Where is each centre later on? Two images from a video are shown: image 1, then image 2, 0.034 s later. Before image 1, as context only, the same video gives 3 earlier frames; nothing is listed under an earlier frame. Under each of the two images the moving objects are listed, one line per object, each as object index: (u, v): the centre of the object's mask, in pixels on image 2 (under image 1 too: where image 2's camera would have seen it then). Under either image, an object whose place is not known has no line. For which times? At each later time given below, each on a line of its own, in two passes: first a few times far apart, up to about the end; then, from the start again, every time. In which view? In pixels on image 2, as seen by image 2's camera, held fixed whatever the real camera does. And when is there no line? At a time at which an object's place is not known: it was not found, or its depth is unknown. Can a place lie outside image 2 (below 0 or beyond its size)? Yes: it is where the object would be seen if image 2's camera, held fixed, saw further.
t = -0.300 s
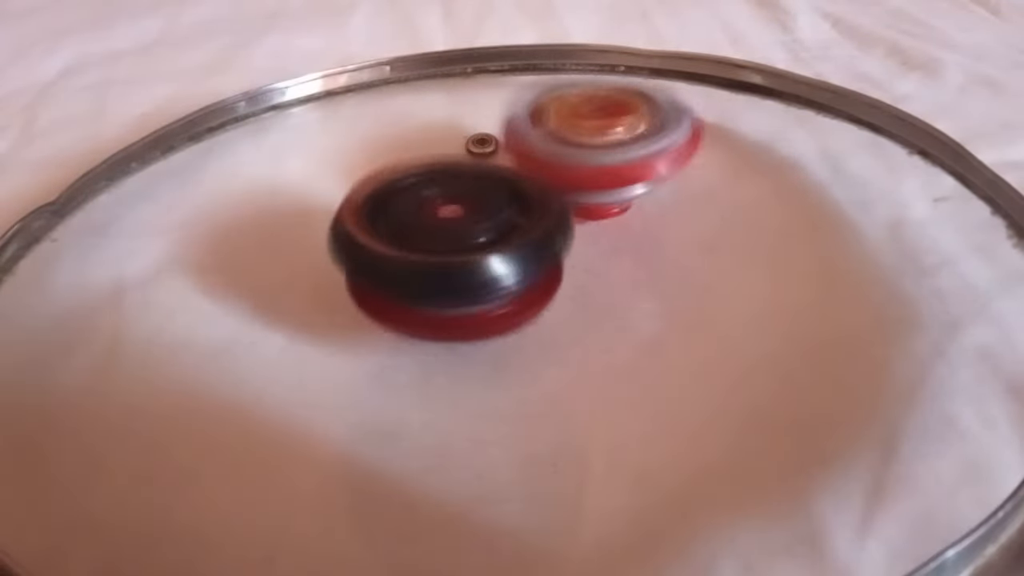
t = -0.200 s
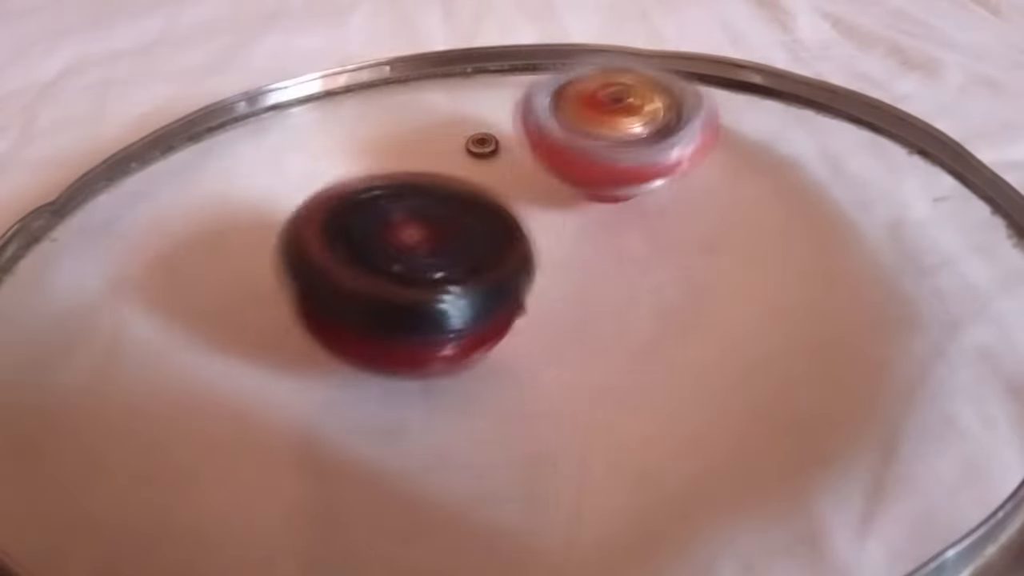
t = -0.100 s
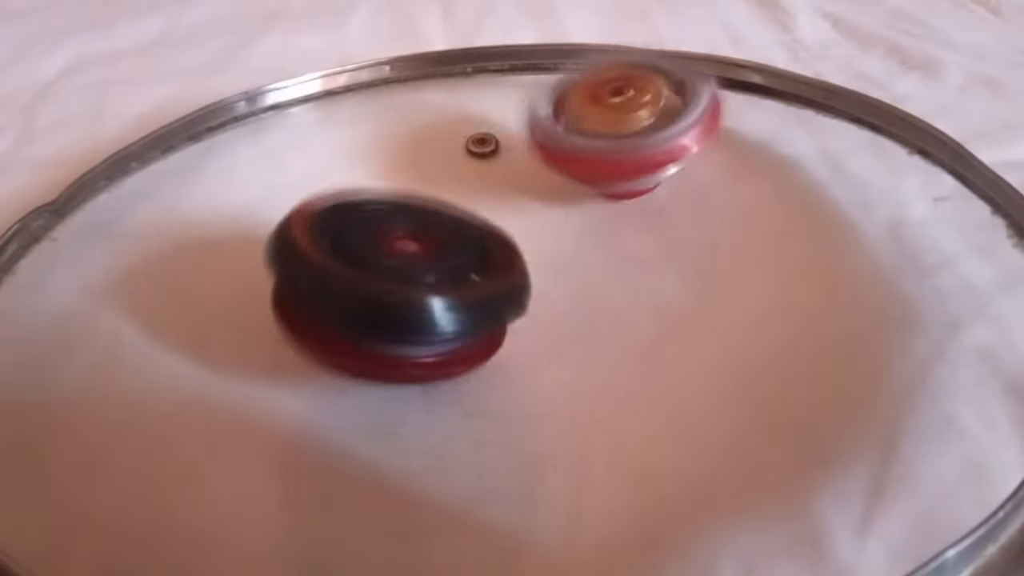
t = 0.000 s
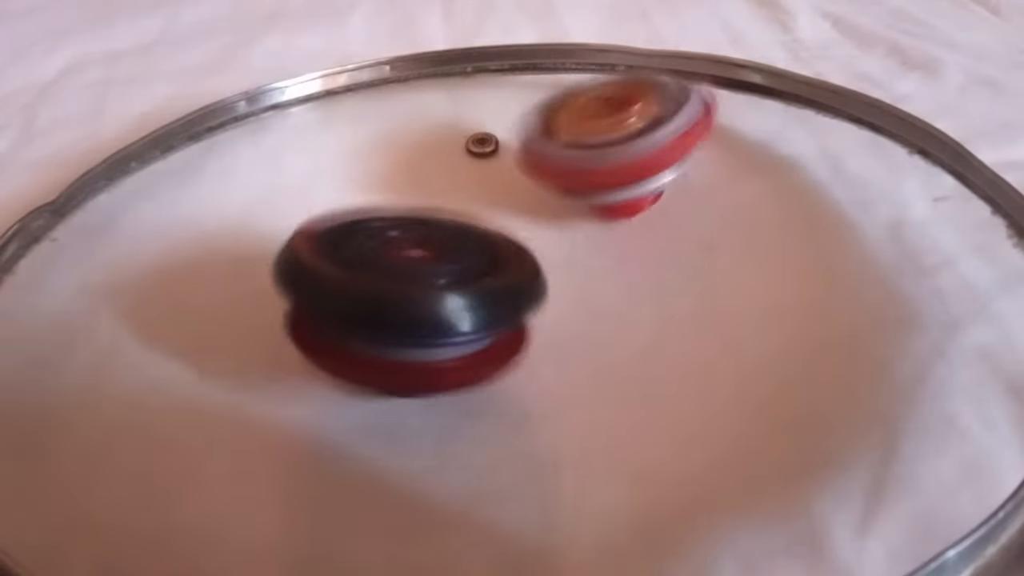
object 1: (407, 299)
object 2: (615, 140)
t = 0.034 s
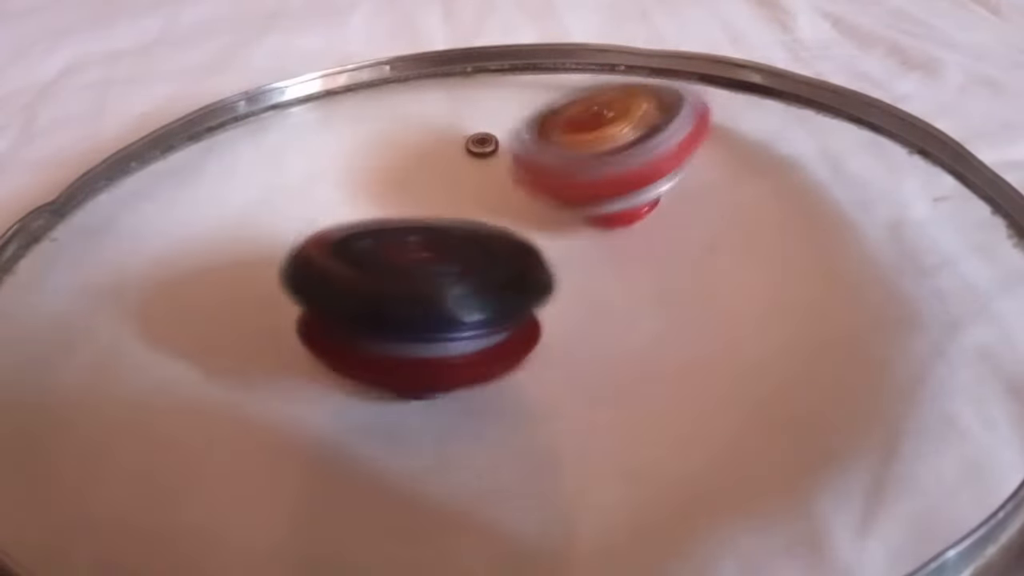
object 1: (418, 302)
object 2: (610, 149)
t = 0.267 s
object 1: (431, 322)
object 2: (570, 163)
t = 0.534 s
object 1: (436, 287)
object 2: (557, 149)
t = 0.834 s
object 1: (372, 303)
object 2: (535, 180)
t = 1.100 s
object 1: (384, 319)
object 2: (545, 183)
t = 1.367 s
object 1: (396, 301)
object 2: (585, 191)
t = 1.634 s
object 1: (371, 292)
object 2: (565, 181)
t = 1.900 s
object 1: (379, 299)
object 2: (576, 179)
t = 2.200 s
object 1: (373, 318)
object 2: (581, 223)
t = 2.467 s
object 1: (359, 294)
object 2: (577, 210)
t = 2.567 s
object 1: (352, 293)
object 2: (570, 222)
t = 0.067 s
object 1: (427, 303)
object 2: (601, 160)
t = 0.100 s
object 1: (439, 303)
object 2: (589, 169)
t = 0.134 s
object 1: (451, 300)
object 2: (577, 174)
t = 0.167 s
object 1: (456, 301)
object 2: (567, 176)
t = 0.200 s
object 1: (441, 312)
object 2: (567, 172)
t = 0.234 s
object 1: (429, 320)
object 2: (568, 167)
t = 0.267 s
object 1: (431, 322)
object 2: (570, 163)
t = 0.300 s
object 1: (435, 318)
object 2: (567, 157)
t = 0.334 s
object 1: (436, 317)
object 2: (564, 154)
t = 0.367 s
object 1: (436, 310)
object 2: (562, 150)
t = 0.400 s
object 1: (436, 307)
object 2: (563, 149)
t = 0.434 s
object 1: (440, 303)
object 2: (564, 147)
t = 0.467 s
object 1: (440, 297)
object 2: (560, 147)
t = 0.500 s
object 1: (439, 294)
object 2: (558, 148)
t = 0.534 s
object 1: (436, 287)
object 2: (557, 149)
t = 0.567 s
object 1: (432, 283)
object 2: (554, 153)
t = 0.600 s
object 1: (423, 288)
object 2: (552, 156)
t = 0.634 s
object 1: (407, 290)
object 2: (553, 156)
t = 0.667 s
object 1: (397, 293)
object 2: (554, 159)
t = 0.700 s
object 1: (390, 293)
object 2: (552, 161)
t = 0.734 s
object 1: (381, 294)
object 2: (545, 165)
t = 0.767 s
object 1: (377, 296)
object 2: (540, 170)
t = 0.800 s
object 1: (372, 297)
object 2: (537, 176)
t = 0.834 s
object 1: (372, 303)
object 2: (535, 180)
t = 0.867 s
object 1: (373, 303)
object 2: (529, 185)
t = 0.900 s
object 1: (369, 310)
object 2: (529, 187)
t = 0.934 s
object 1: (372, 311)
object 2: (532, 187)
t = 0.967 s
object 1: (376, 311)
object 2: (534, 187)
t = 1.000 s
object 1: (377, 315)
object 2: (532, 187)
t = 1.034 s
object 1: (385, 313)
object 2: (535, 185)
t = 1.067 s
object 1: (391, 311)
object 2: (540, 185)
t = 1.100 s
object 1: (384, 319)
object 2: (545, 183)
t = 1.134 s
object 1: (379, 321)
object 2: (562, 178)
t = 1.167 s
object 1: (381, 320)
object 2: (574, 174)
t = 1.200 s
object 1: (385, 319)
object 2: (581, 176)
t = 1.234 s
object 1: (385, 314)
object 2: (585, 174)
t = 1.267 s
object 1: (387, 314)
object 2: (584, 177)
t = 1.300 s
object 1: (391, 310)
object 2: (586, 180)
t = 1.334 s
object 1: (394, 304)
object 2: (585, 185)
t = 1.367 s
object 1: (396, 301)
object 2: (585, 191)
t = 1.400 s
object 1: (396, 295)
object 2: (584, 198)
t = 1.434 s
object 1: (394, 292)
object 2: (577, 201)
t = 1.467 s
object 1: (385, 297)
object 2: (574, 198)
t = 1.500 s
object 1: (384, 295)
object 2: (573, 192)
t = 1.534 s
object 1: (385, 292)
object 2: (573, 189)
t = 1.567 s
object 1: (384, 290)
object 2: (568, 186)
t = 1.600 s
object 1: (376, 288)
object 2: (566, 183)
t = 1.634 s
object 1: (371, 292)
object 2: (565, 181)
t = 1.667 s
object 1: (375, 294)
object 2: (565, 179)
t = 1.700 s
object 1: (379, 293)
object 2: (567, 178)
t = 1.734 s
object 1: (380, 295)
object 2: (569, 178)
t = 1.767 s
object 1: (387, 293)
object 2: (569, 179)
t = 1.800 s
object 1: (388, 291)
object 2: (567, 179)
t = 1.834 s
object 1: (391, 292)
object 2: (565, 181)
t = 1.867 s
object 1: (395, 290)
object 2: (567, 183)
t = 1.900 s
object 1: (379, 299)
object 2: (576, 179)
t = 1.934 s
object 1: (361, 310)
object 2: (598, 173)
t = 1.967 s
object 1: (353, 315)
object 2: (612, 173)
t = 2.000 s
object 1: (354, 319)
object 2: (621, 174)
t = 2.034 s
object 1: (354, 317)
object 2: (620, 176)
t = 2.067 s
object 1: (357, 318)
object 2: (615, 184)
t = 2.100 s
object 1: (359, 319)
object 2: (606, 194)
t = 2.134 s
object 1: (368, 321)
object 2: (598, 202)
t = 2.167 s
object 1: (376, 318)
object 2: (588, 209)
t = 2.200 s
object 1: (373, 318)
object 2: (581, 223)
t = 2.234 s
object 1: (364, 319)
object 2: (572, 216)
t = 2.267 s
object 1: (369, 316)
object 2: (573, 215)
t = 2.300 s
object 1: (376, 309)
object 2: (573, 217)
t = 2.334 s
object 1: (381, 301)
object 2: (579, 212)
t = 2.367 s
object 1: (380, 296)
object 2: (583, 212)
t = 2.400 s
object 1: (375, 290)
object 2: (583, 212)
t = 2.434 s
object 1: (371, 290)
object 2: (584, 214)
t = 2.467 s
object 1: (359, 294)
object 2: (577, 210)
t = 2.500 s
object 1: (355, 294)
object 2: (575, 208)
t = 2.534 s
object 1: (361, 291)
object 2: (574, 212)
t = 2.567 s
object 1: (352, 293)
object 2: (570, 222)
